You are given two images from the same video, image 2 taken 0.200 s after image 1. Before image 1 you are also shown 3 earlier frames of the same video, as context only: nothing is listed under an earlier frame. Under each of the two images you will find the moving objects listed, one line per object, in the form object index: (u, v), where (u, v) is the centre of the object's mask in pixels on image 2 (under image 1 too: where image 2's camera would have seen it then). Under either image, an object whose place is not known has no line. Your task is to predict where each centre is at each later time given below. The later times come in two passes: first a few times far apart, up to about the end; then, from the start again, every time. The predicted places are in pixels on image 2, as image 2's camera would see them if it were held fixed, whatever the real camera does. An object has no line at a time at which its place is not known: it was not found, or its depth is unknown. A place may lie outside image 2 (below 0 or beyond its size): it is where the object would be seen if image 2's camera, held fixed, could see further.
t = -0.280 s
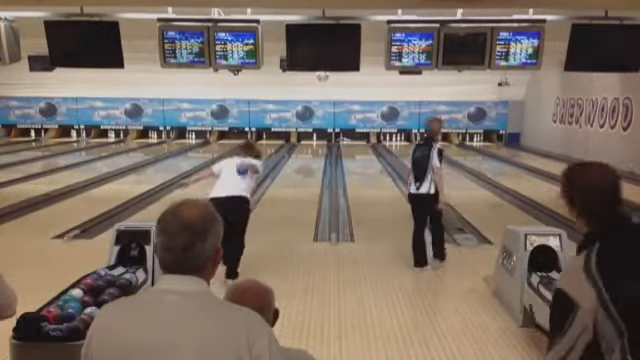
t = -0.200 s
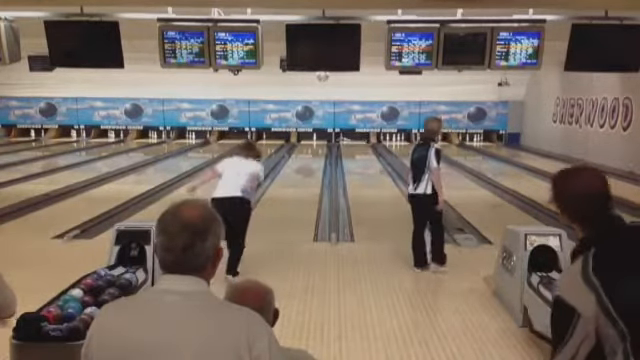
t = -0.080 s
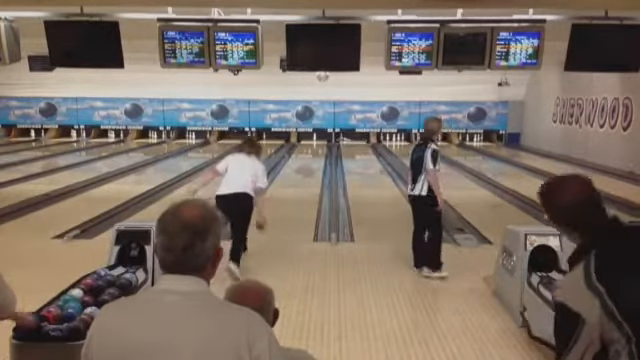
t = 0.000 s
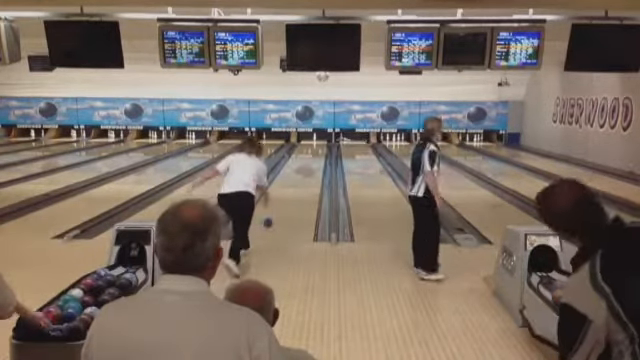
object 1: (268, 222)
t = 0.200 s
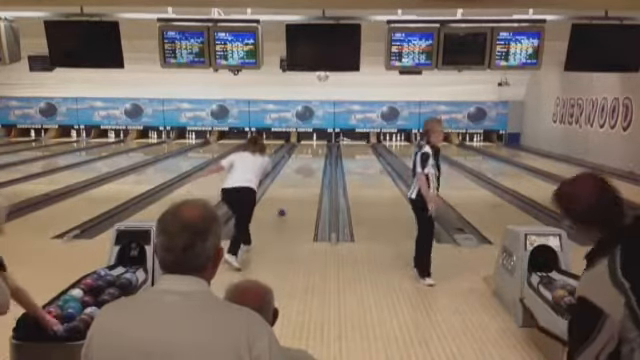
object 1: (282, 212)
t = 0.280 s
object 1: (286, 205)
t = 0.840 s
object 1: (300, 171)
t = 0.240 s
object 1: (285, 208)
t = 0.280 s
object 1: (286, 205)
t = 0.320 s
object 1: (287, 203)
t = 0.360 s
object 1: (289, 199)
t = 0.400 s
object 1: (291, 196)
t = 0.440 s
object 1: (292, 194)
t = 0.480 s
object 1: (293, 191)
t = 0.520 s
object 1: (294, 188)
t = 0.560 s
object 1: (295, 185)
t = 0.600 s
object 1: (296, 183)
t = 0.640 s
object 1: (297, 180)
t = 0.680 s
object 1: (298, 178)
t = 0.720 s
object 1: (299, 176)
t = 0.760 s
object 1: (299, 174)
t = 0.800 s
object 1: (300, 173)
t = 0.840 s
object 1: (300, 171)
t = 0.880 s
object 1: (301, 170)
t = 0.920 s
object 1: (301, 169)
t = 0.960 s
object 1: (302, 168)
